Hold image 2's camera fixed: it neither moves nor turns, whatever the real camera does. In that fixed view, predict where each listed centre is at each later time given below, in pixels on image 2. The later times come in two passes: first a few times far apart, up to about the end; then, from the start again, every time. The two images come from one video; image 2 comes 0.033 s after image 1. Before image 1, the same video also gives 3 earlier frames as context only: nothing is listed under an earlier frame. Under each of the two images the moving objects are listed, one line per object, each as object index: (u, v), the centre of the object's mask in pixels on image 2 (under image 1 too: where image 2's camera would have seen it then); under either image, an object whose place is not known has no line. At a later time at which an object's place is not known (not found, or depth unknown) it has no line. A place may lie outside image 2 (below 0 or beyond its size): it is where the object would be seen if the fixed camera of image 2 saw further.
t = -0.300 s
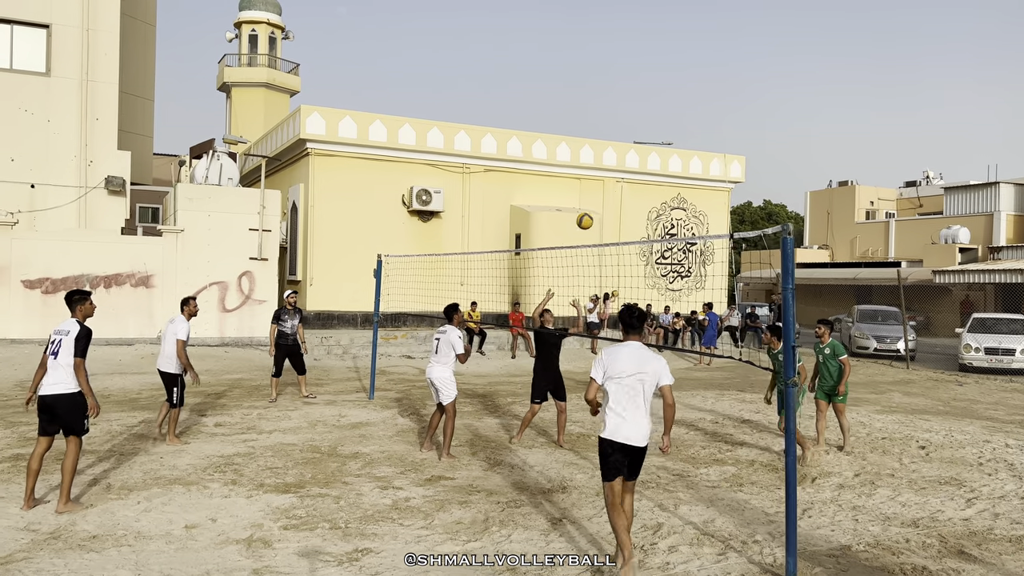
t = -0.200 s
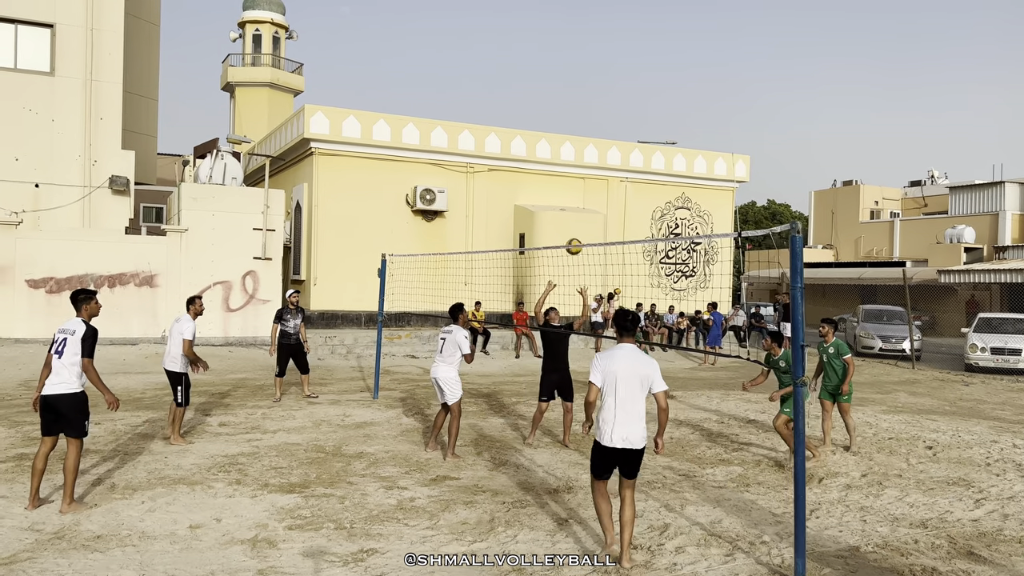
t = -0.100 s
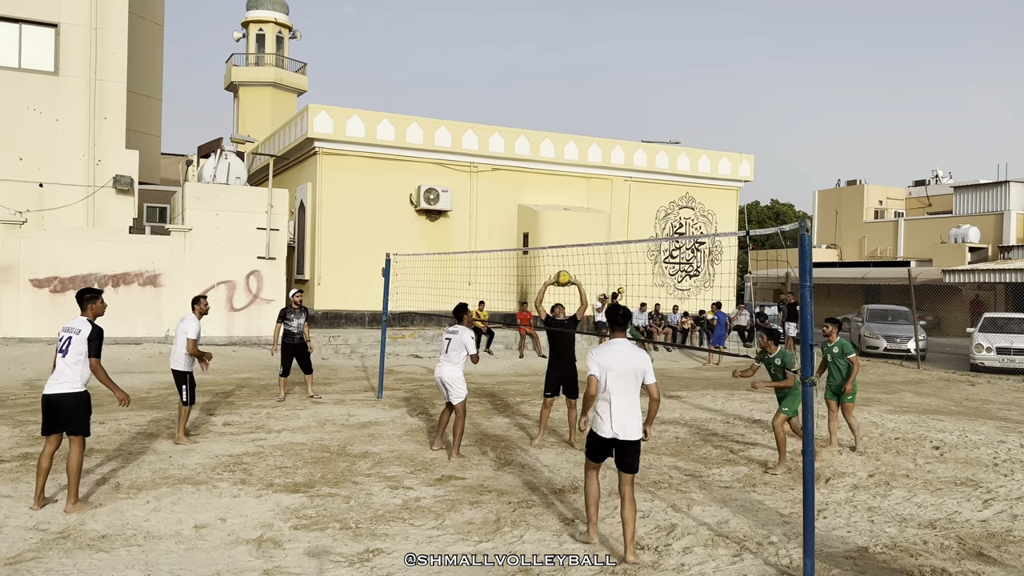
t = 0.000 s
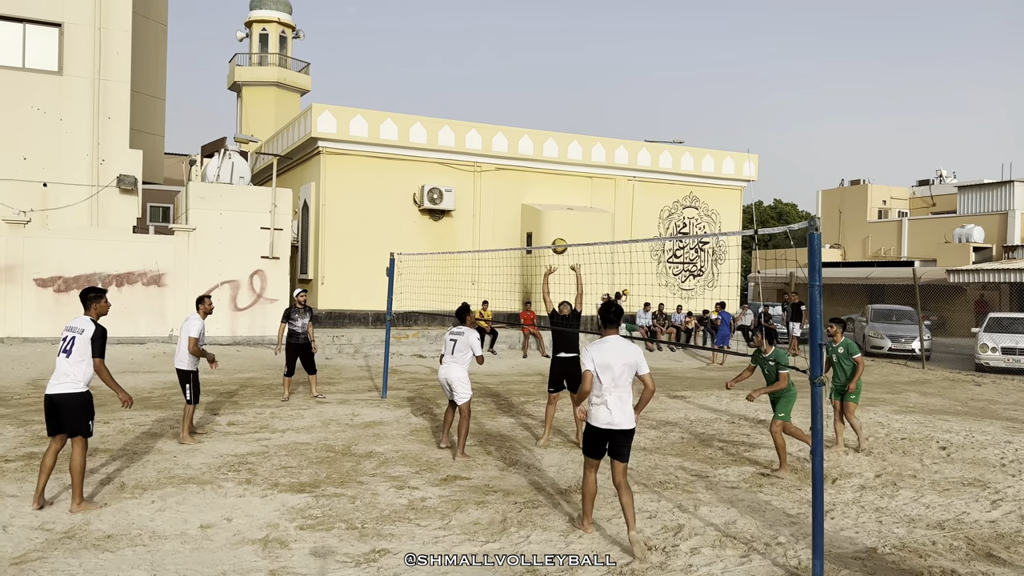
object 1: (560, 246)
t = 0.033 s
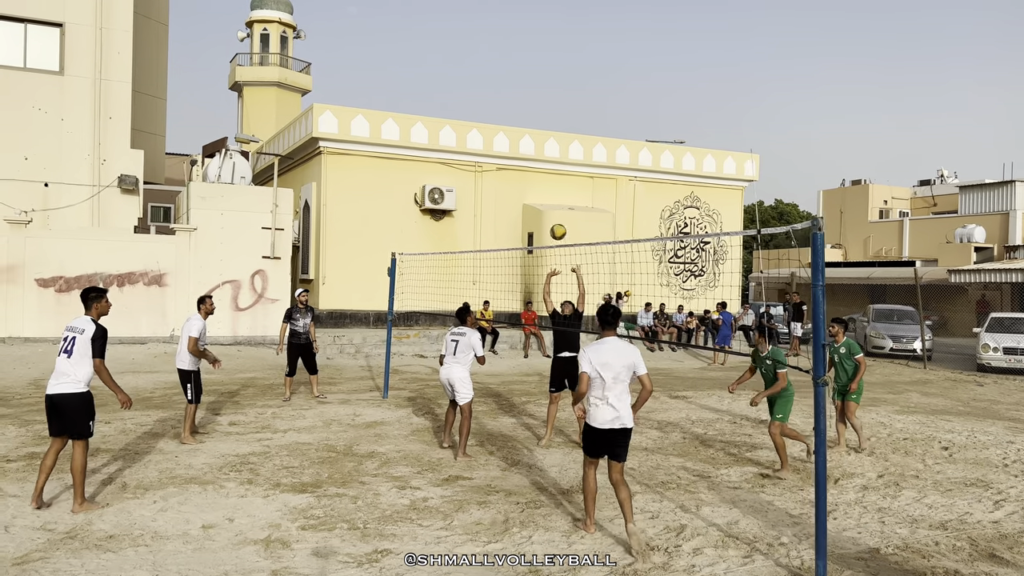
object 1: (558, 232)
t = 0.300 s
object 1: (539, 152)
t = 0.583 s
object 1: (519, 129)
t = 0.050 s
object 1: (556, 225)
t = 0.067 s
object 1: (555, 218)
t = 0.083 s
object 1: (554, 212)
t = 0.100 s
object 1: (553, 206)
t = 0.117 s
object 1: (552, 200)
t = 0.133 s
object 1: (551, 195)
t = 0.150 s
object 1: (549, 190)
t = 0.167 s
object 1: (548, 184)
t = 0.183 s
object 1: (547, 180)
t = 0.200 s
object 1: (546, 175)
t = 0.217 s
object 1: (544, 171)
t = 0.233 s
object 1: (543, 167)
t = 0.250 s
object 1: (542, 162)
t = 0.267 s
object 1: (541, 159)
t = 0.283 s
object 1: (540, 156)
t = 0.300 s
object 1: (539, 152)
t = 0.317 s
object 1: (538, 149)
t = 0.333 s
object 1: (537, 146)
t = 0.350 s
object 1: (535, 144)
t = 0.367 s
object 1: (534, 141)
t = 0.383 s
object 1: (533, 139)
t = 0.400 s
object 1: (532, 137)
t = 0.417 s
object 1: (531, 135)
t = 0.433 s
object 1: (530, 134)
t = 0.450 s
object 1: (528, 132)
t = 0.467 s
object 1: (527, 131)
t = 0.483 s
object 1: (526, 130)
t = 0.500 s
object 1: (525, 130)
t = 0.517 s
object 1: (524, 129)
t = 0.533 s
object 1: (523, 129)
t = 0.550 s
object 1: (521, 129)
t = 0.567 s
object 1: (520, 129)
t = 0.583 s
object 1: (519, 129)
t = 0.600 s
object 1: (518, 129)
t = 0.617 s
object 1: (517, 130)
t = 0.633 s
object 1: (516, 131)
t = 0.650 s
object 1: (515, 132)
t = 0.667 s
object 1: (513, 133)
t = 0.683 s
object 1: (512, 135)
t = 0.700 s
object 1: (511, 137)
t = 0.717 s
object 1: (510, 138)
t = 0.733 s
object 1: (509, 141)
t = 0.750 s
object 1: (508, 143)
